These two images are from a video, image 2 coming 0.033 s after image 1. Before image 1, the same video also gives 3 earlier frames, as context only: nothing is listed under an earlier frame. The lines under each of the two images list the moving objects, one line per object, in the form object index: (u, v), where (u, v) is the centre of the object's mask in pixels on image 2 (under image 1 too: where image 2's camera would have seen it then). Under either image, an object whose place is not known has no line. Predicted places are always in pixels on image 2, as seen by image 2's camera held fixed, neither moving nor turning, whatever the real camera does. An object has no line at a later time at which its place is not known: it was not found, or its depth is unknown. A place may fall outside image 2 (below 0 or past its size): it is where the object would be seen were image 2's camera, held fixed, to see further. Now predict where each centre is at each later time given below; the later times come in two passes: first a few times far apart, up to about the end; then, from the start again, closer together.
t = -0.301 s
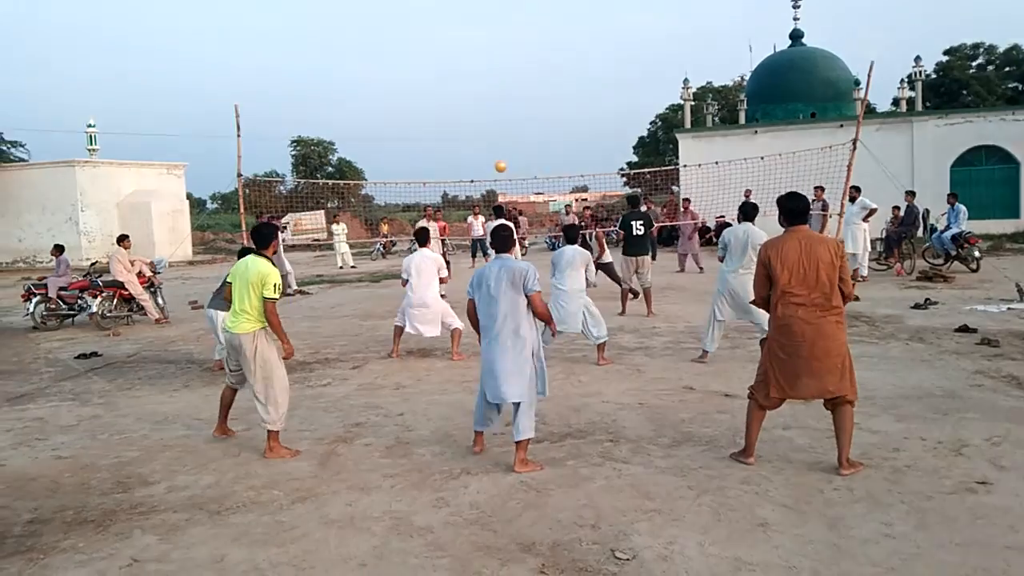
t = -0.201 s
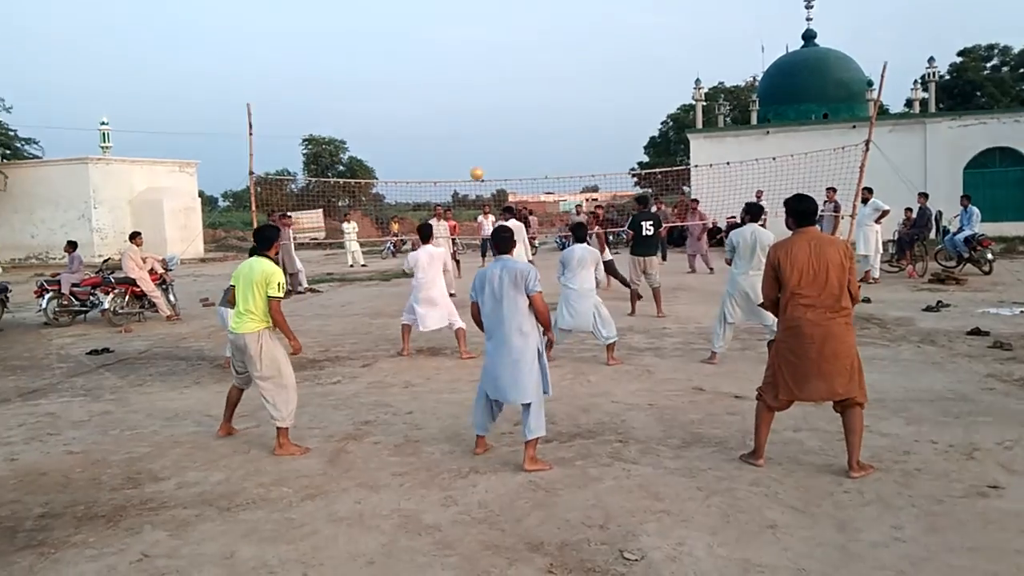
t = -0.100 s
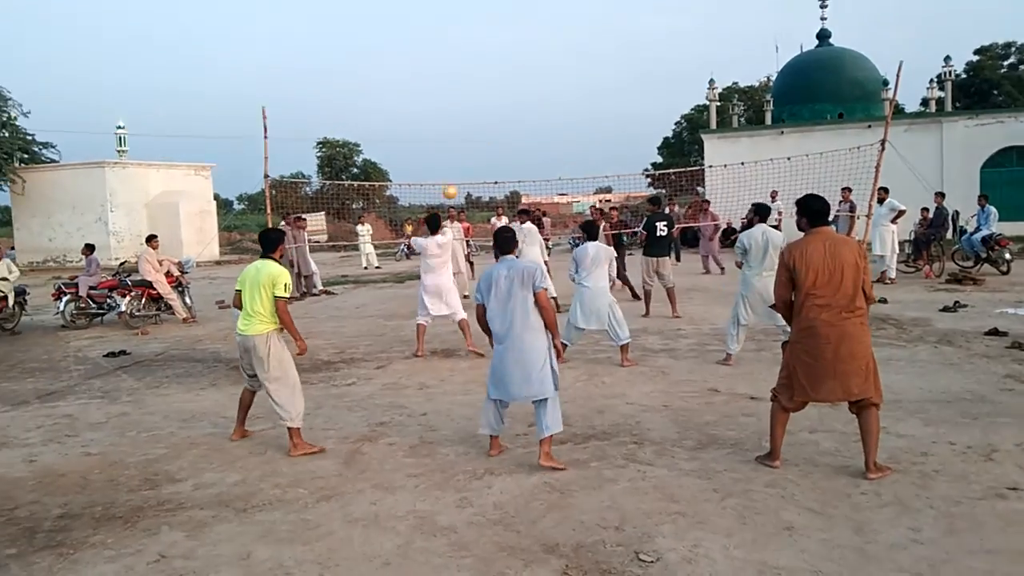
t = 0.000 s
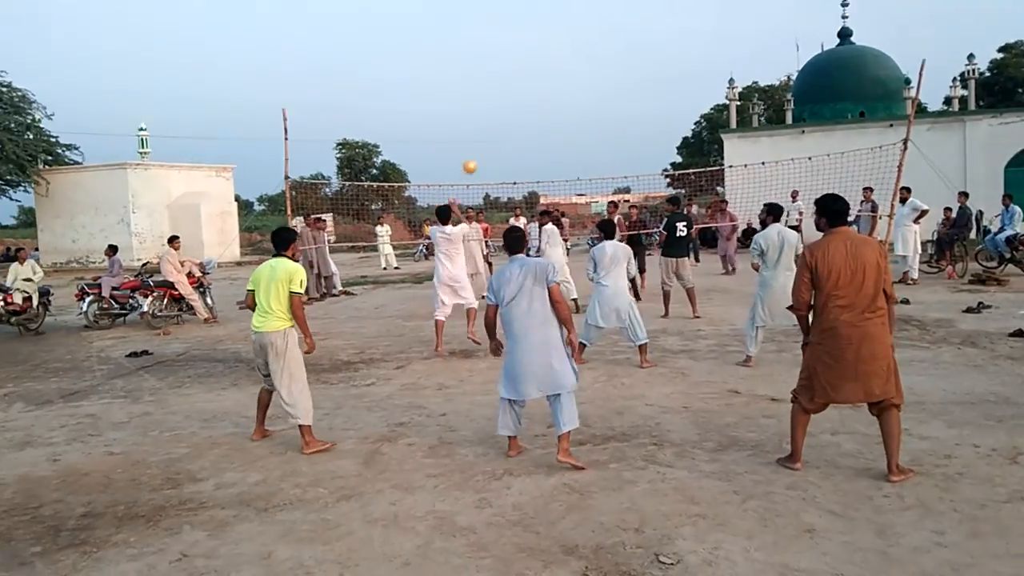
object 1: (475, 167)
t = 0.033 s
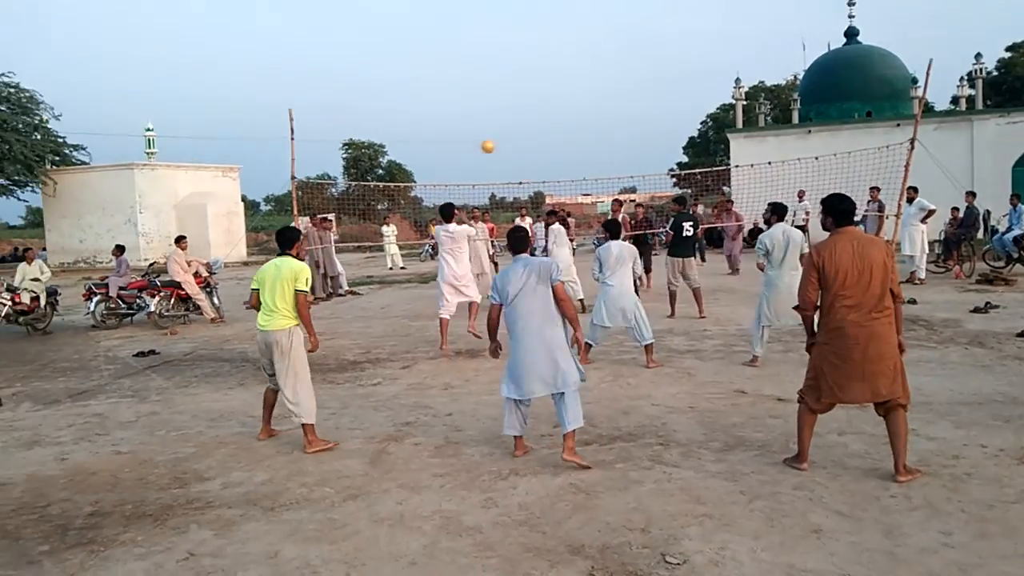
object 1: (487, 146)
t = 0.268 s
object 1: (552, 61)
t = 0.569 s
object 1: (601, 32)
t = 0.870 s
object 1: (634, 50)
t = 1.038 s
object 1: (648, 73)
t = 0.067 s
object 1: (499, 128)
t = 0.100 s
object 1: (510, 113)
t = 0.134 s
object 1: (519, 99)
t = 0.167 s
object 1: (529, 87)
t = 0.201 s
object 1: (537, 78)
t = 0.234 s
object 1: (545, 69)
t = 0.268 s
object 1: (552, 61)
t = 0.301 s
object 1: (559, 55)
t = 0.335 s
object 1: (565, 49)
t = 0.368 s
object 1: (572, 44)
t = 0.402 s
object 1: (577, 41)
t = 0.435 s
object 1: (582, 38)
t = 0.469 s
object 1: (588, 35)
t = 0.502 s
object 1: (593, 34)
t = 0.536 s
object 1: (597, 33)
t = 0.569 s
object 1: (601, 32)
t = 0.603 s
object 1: (606, 32)
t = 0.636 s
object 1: (610, 33)
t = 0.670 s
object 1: (614, 34)
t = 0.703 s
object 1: (618, 35)
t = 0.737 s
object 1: (621, 37)
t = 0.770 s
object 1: (625, 40)
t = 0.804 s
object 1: (628, 43)
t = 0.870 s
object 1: (634, 50)
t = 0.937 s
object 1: (640, 58)
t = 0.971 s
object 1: (643, 63)
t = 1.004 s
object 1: (645, 68)
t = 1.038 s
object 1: (648, 73)
